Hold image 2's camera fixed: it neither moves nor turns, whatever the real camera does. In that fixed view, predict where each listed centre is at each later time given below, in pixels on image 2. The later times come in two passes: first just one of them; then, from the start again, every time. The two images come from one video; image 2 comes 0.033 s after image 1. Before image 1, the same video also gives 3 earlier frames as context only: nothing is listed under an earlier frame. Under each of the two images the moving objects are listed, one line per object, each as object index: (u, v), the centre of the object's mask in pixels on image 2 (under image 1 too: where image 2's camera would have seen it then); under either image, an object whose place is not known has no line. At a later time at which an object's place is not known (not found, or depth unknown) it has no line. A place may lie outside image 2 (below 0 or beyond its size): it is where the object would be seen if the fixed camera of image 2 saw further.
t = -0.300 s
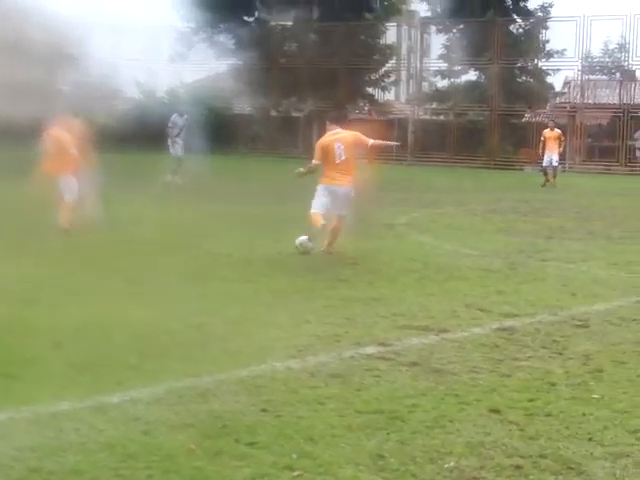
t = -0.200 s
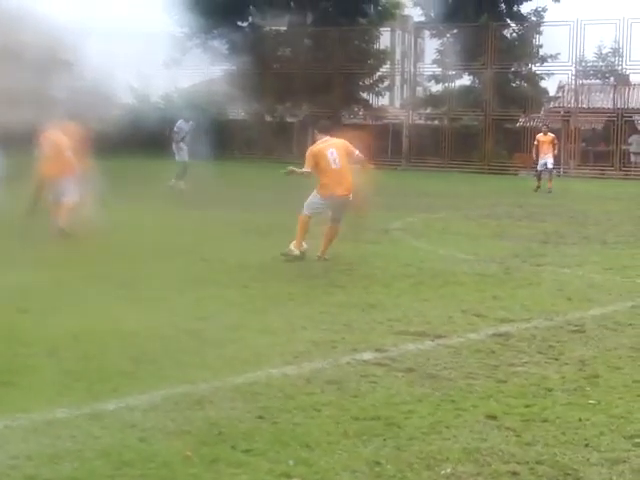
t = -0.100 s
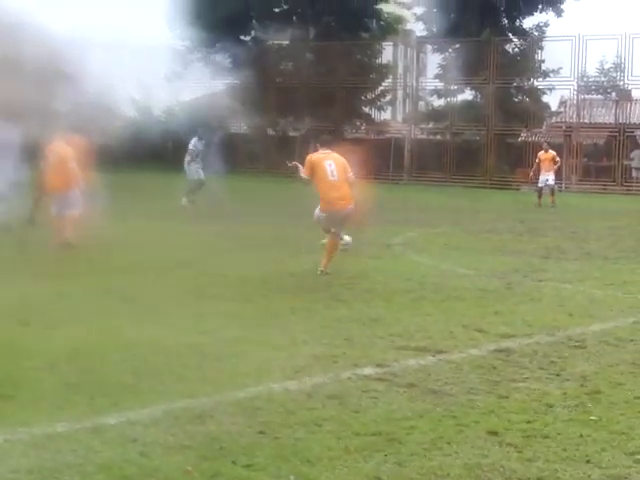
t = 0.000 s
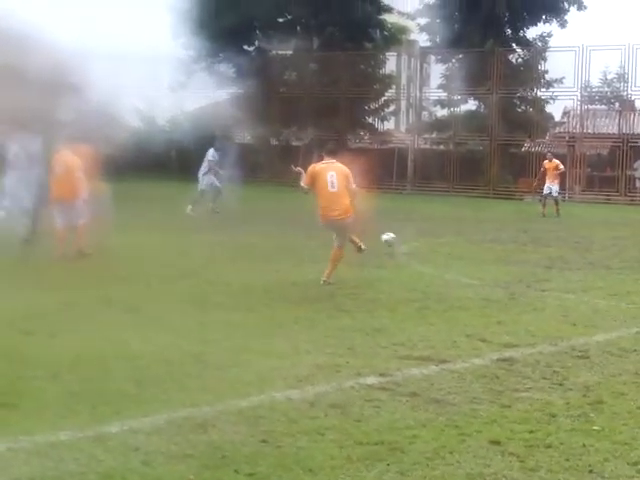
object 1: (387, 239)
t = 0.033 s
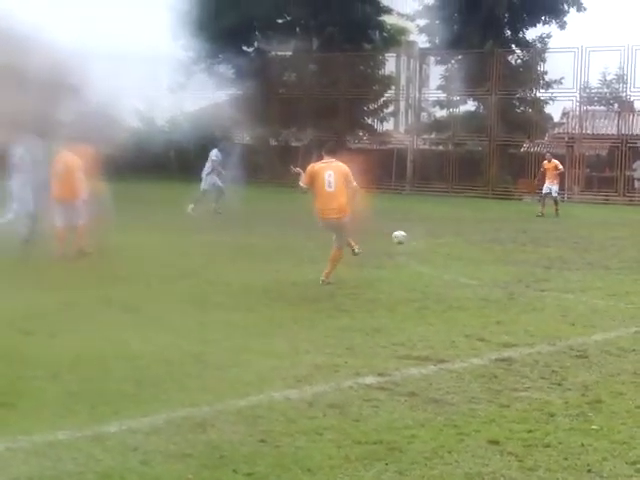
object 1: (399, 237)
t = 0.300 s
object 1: (476, 233)
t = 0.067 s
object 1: (411, 237)
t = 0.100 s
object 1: (422, 238)
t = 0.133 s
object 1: (432, 238)
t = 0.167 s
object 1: (441, 238)
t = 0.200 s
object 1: (451, 235)
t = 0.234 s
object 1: (459, 232)
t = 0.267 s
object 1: (468, 232)
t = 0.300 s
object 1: (476, 233)
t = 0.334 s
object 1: (483, 232)
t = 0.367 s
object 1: (489, 228)
